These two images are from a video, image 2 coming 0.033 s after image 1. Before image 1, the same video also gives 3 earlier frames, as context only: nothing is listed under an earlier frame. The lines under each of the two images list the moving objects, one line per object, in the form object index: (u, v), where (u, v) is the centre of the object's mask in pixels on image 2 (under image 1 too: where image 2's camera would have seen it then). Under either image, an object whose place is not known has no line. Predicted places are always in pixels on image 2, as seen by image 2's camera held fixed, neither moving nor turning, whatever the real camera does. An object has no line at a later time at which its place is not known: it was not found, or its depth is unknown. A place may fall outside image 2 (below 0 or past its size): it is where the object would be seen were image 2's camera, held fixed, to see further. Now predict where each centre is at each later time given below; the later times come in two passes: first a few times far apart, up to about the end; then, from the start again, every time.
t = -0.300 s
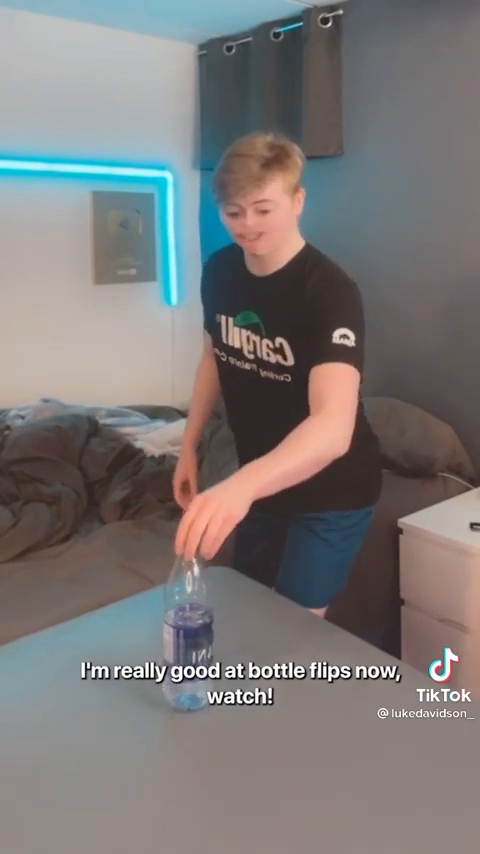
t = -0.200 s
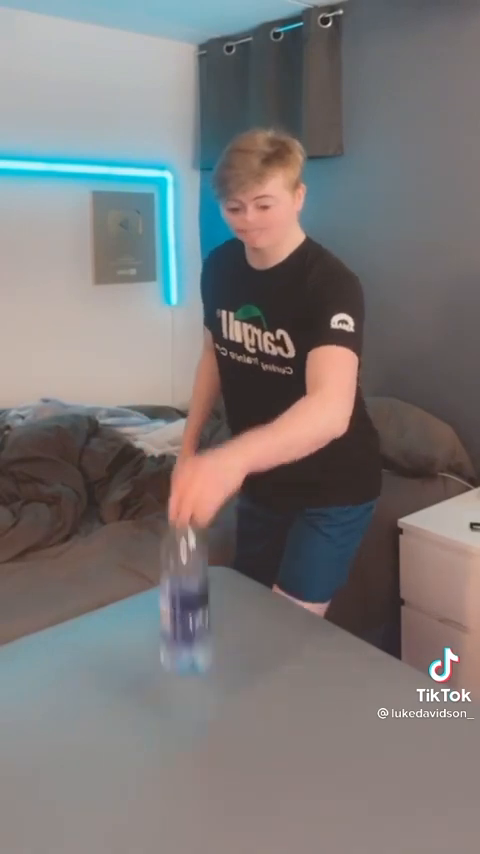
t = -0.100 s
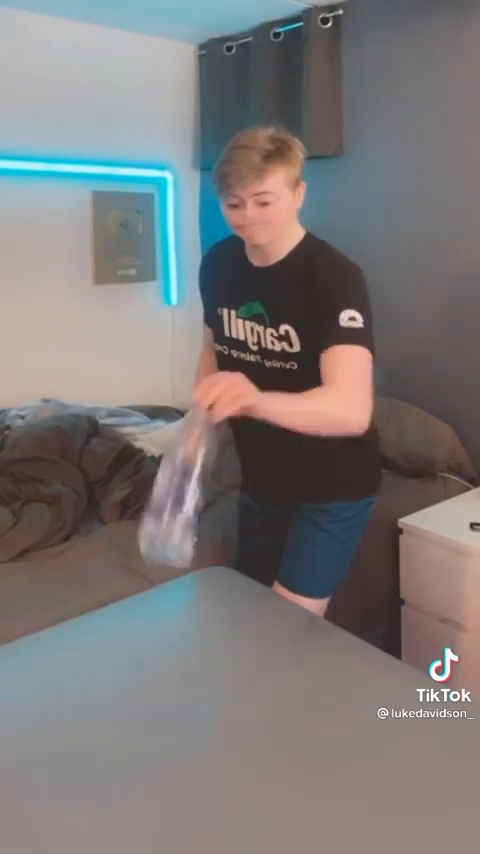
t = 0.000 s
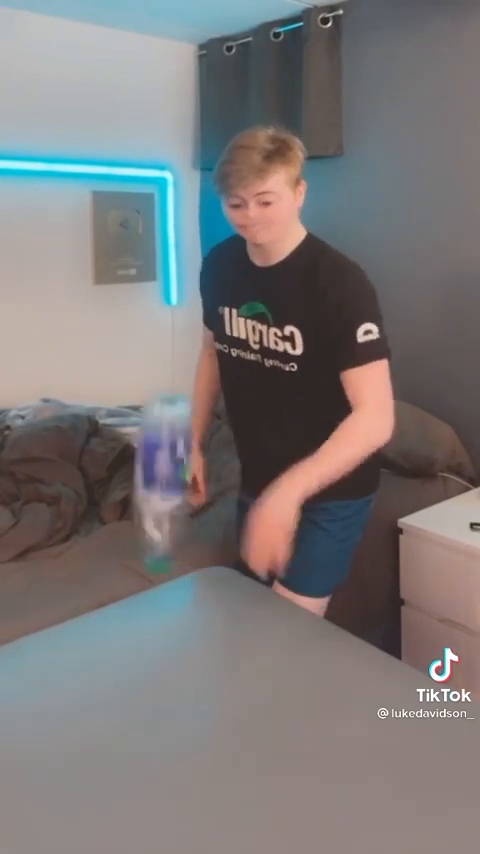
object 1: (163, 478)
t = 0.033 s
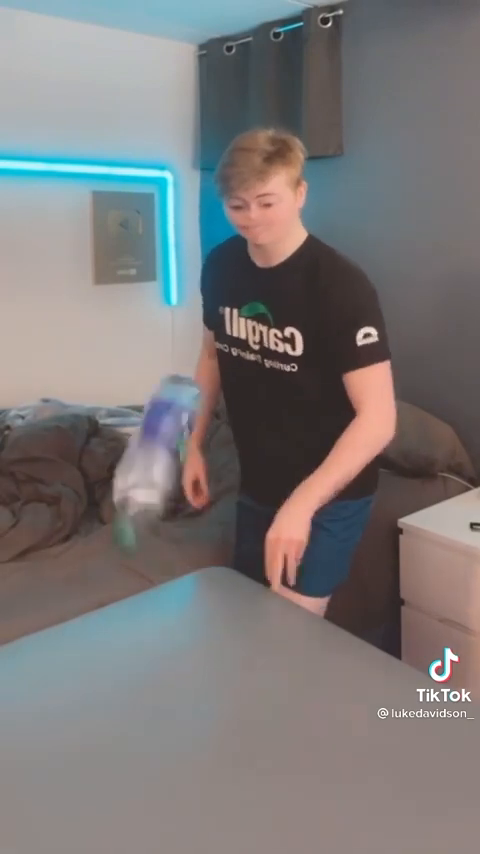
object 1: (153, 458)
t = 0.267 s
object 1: (142, 533)
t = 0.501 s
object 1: (165, 680)
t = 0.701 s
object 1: (174, 680)
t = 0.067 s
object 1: (154, 438)
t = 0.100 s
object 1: (151, 436)
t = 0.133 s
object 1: (150, 441)
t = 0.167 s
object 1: (146, 457)
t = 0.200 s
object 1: (146, 481)
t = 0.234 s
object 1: (144, 513)
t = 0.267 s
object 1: (142, 533)
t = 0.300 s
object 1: (143, 578)
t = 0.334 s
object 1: (138, 650)
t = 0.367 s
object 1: (143, 677)
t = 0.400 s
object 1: (153, 679)
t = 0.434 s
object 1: (161, 695)
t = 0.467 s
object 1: (162, 688)
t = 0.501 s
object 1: (165, 680)
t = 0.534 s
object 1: (169, 678)
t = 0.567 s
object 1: (172, 682)
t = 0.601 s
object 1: (173, 682)
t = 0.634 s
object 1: (173, 681)
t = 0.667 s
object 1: (174, 681)
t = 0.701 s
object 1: (174, 680)
